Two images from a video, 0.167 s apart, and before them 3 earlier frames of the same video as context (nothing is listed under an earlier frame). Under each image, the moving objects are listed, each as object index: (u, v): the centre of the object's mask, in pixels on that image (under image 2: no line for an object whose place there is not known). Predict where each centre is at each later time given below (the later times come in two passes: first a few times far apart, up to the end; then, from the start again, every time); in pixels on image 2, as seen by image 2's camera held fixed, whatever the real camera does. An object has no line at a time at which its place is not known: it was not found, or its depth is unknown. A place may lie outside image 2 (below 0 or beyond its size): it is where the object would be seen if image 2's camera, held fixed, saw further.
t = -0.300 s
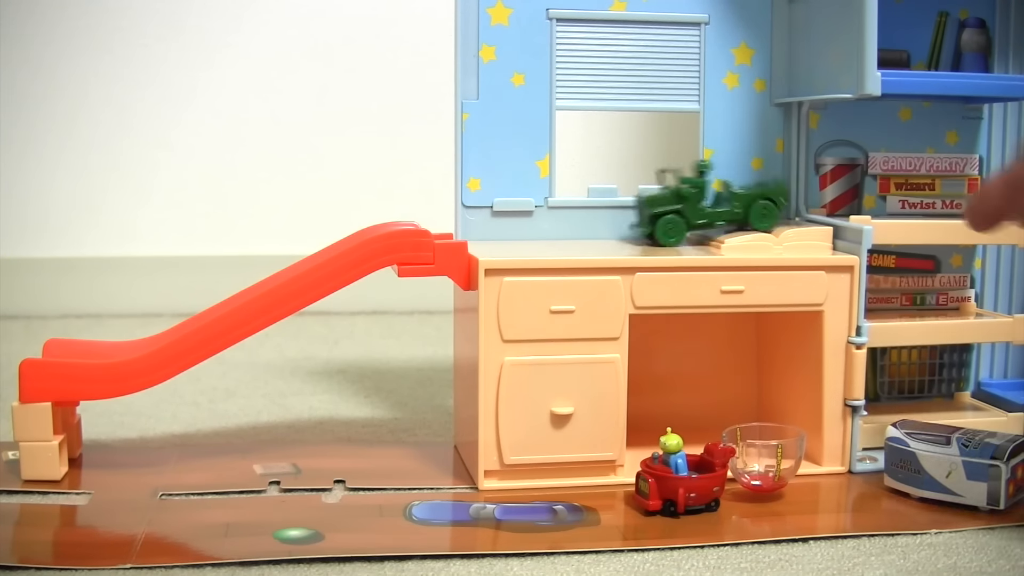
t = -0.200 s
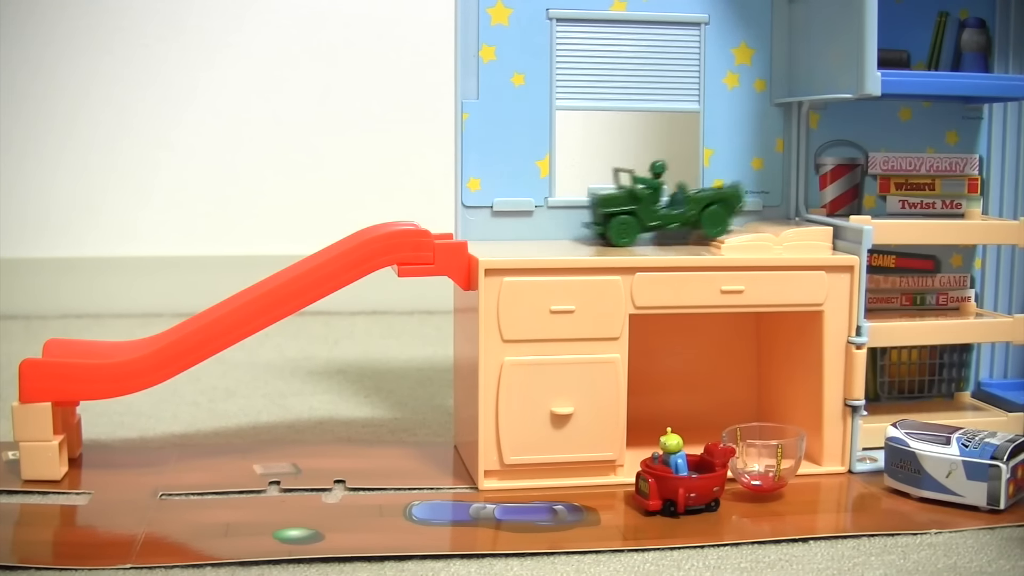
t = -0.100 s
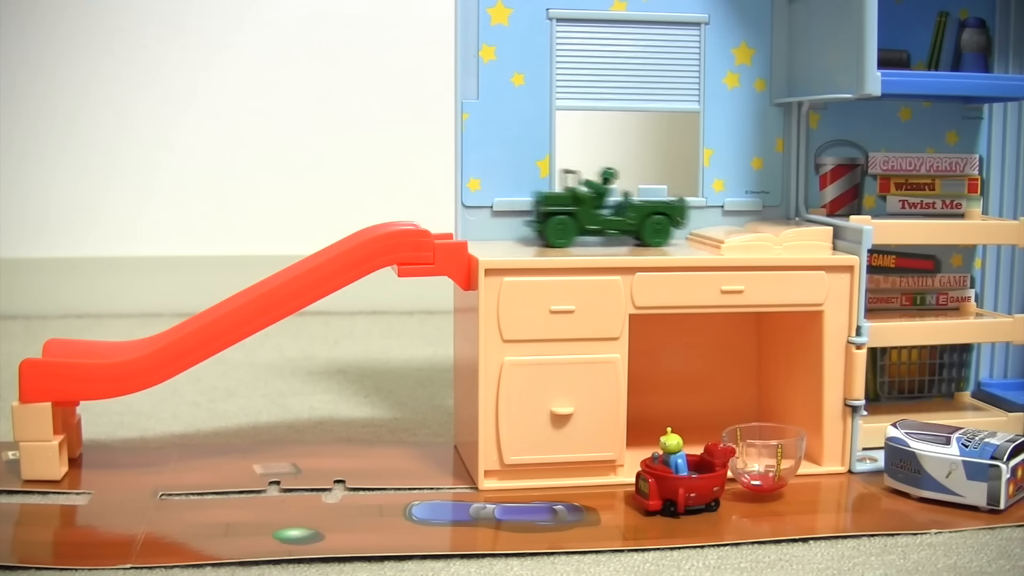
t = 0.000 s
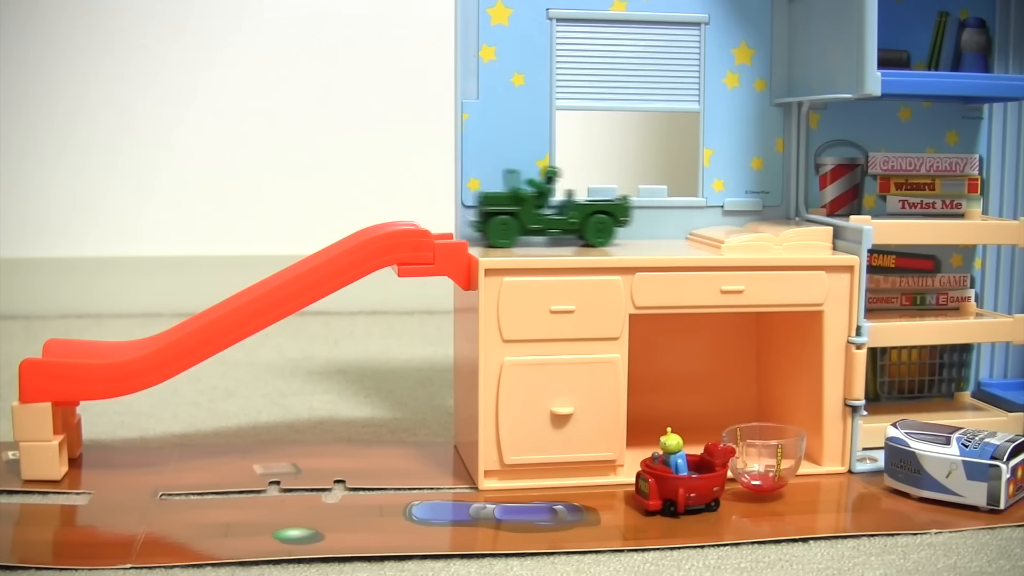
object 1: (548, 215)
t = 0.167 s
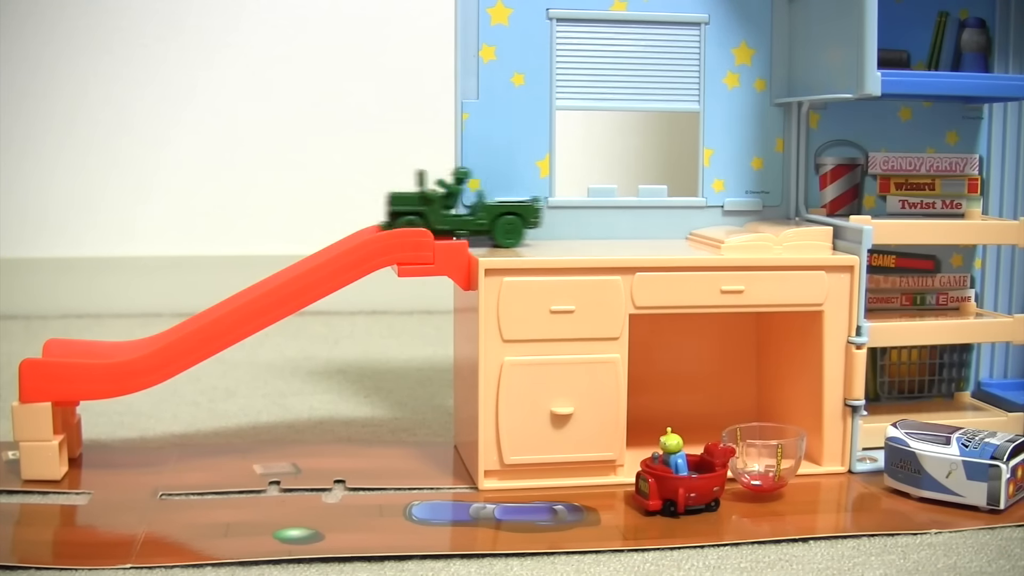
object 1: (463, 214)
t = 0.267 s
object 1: (410, 218)
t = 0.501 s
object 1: (117, 331)
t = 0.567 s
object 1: (25, 340)
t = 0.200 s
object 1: (448, 214)
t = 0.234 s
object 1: (430, 216)
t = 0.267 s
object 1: (410, 218)
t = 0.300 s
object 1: (382, 224)
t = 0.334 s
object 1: (354, 229)
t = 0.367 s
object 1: (324, 241)
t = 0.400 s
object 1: (285, 260)
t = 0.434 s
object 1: (237, 284)
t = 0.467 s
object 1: (183, 313)
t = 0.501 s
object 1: (117, 331)
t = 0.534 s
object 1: (55, 336)
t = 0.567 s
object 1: (25, 340)
